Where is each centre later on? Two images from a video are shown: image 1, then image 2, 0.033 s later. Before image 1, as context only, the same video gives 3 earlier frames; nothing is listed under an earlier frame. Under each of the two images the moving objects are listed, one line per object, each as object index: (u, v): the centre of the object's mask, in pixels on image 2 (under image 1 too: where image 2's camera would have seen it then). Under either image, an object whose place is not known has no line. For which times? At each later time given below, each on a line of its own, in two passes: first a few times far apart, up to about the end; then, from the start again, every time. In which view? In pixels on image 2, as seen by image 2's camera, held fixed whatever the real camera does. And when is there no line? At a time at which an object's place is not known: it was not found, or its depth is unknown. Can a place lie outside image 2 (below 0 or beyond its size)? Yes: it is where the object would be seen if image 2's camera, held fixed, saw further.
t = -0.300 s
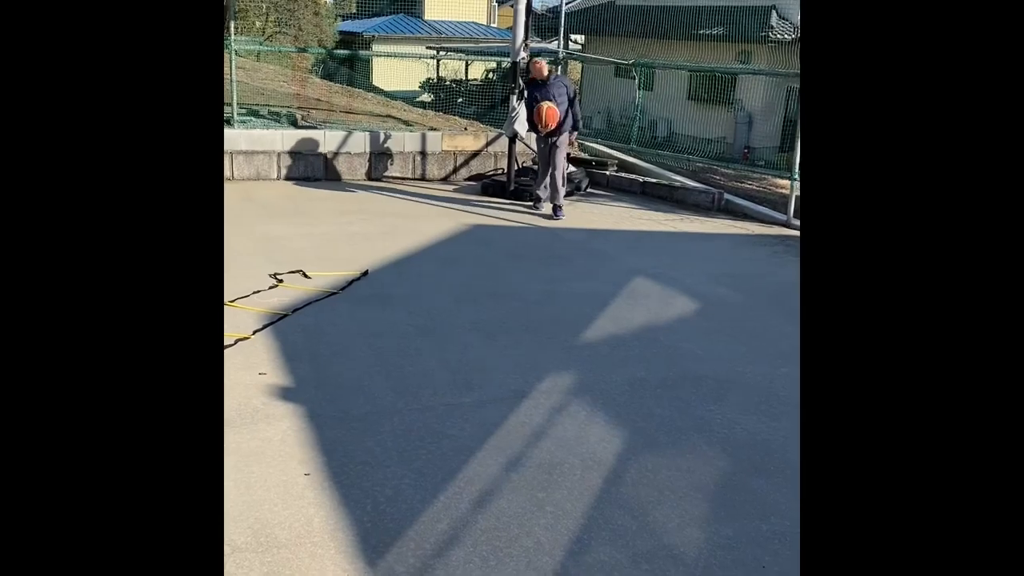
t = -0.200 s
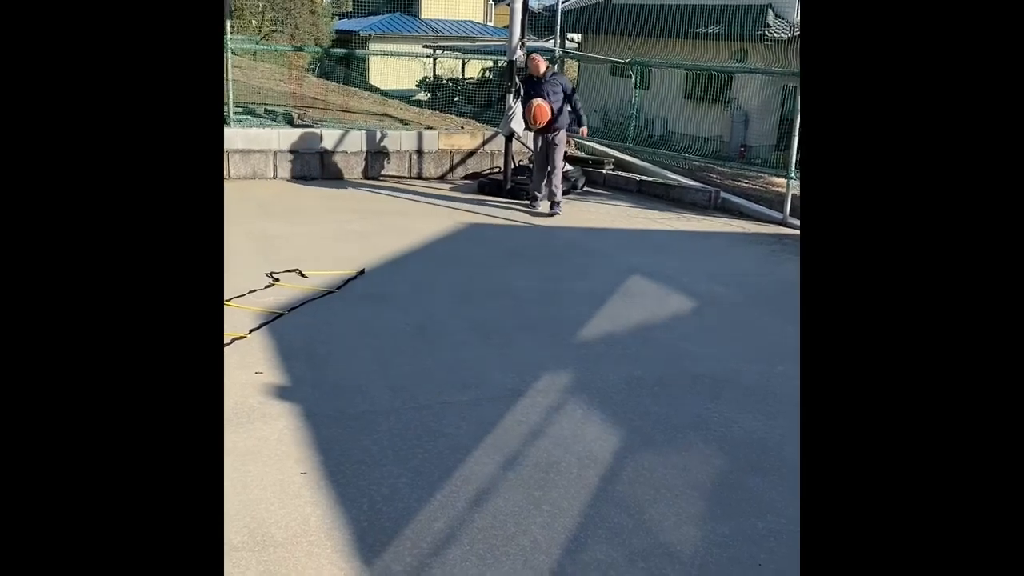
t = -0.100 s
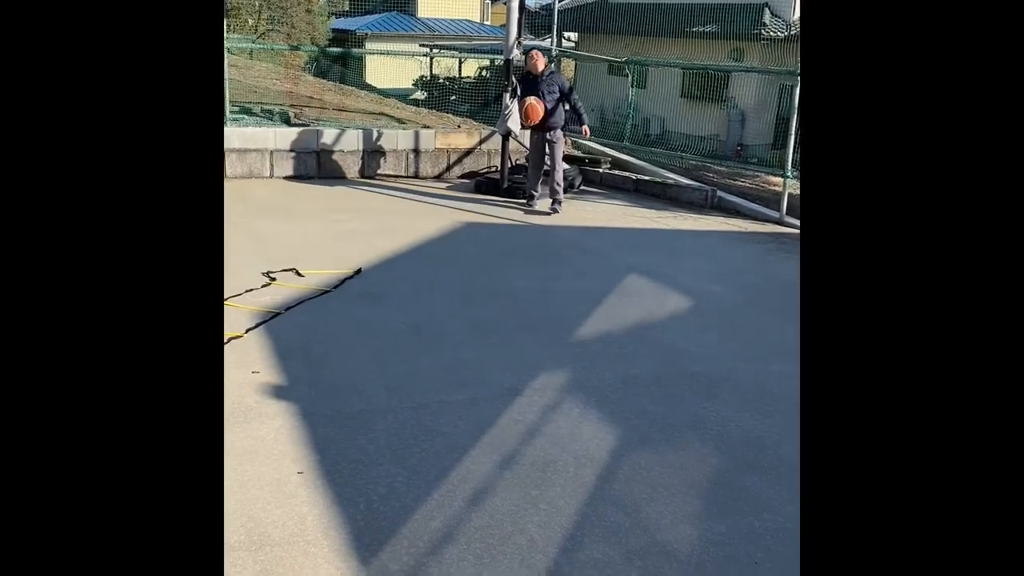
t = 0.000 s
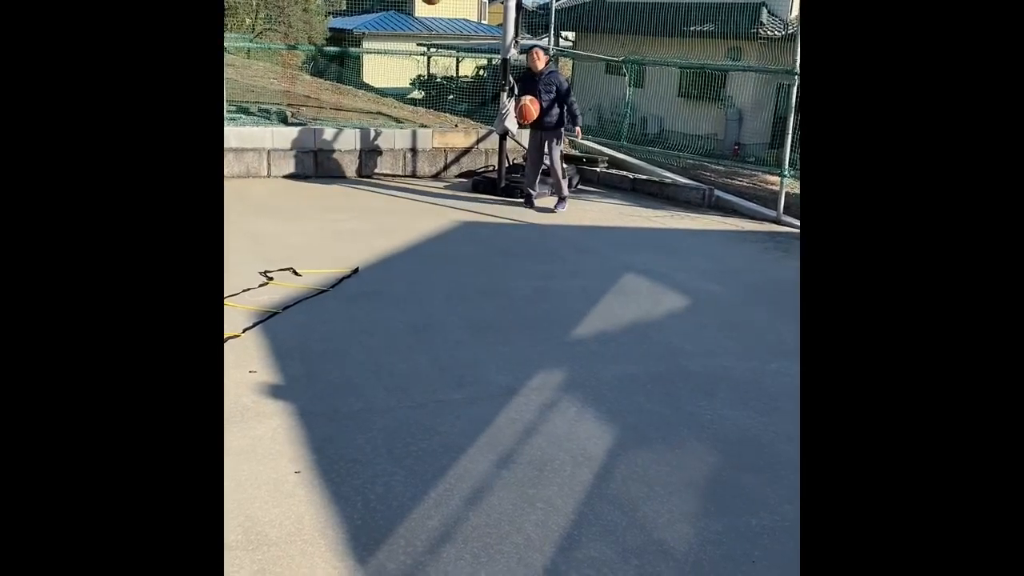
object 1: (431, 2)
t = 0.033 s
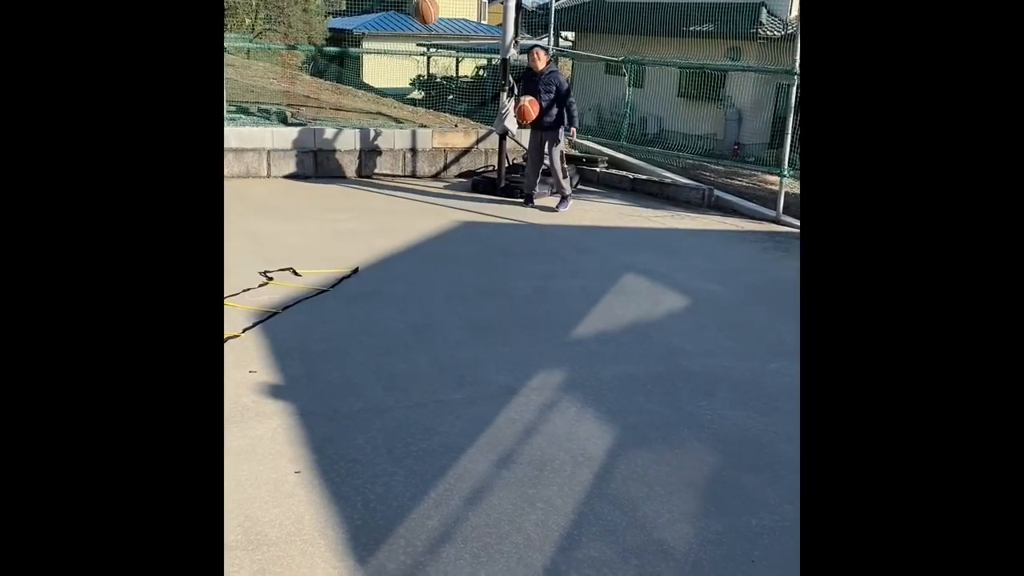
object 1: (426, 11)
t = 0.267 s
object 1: (393, 173)
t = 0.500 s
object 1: (385, 88)
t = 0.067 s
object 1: (422, 30)
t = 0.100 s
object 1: (416, 52)
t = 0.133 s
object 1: (411, 75)
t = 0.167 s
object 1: (407, 98)
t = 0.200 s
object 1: (402, 122)
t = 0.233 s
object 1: (397, 147)
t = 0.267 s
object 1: (393, 173)
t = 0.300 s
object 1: (390, 192)
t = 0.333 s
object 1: (389, 172)
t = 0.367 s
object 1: (389, 152)
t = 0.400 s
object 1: (387, 134)
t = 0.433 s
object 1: (387, 117)
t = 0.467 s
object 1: (386, 102)
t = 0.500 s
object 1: (385, 88)
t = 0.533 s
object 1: (384, 74)
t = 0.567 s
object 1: (383, 63)
